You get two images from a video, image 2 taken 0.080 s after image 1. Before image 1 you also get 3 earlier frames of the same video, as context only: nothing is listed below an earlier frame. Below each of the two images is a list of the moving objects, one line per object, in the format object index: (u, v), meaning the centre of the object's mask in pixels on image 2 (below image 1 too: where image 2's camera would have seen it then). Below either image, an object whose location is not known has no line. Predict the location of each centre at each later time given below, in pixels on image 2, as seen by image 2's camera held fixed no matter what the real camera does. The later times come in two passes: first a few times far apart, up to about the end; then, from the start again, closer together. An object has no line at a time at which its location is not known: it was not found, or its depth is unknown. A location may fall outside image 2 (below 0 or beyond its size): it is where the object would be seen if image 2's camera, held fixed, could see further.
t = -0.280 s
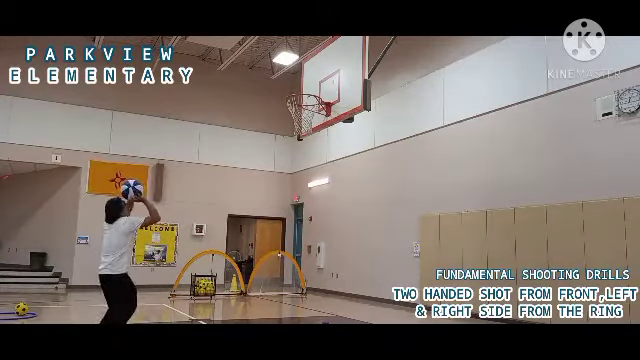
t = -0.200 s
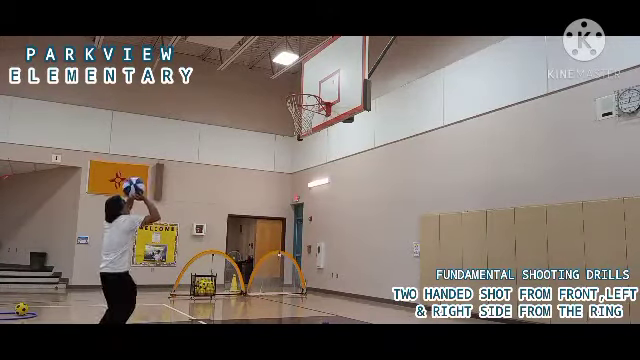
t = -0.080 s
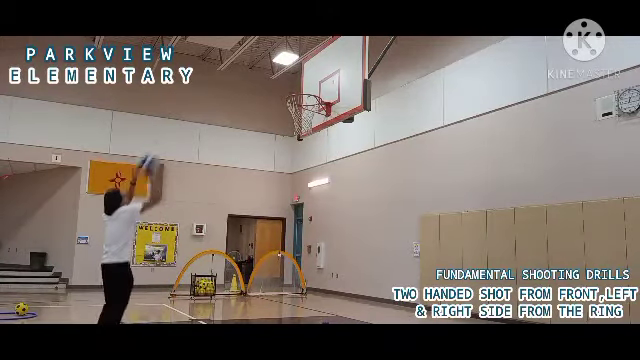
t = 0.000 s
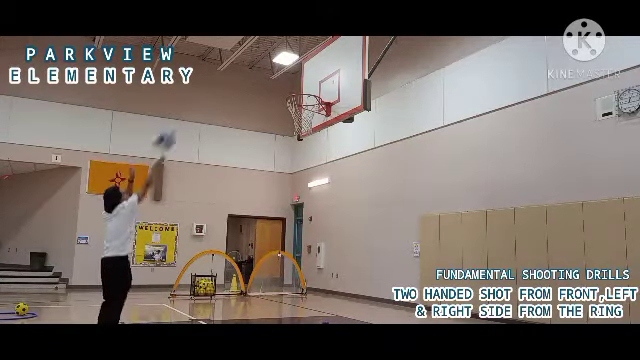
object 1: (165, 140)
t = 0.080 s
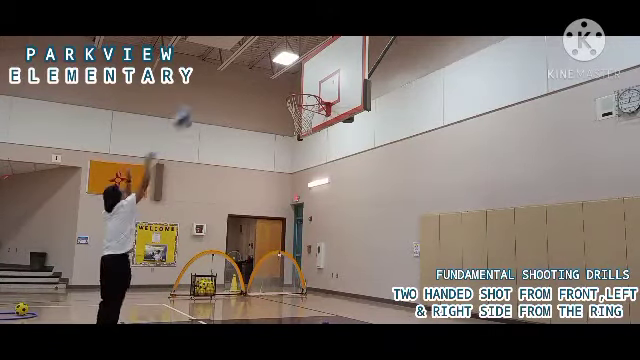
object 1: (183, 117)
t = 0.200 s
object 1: (218, 88)
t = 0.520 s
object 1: (284, 78)
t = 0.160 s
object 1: (208, 94)
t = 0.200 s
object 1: (218, 88)
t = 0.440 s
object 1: (271, 72)
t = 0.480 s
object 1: (276, 75)
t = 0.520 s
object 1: (284, 78)
